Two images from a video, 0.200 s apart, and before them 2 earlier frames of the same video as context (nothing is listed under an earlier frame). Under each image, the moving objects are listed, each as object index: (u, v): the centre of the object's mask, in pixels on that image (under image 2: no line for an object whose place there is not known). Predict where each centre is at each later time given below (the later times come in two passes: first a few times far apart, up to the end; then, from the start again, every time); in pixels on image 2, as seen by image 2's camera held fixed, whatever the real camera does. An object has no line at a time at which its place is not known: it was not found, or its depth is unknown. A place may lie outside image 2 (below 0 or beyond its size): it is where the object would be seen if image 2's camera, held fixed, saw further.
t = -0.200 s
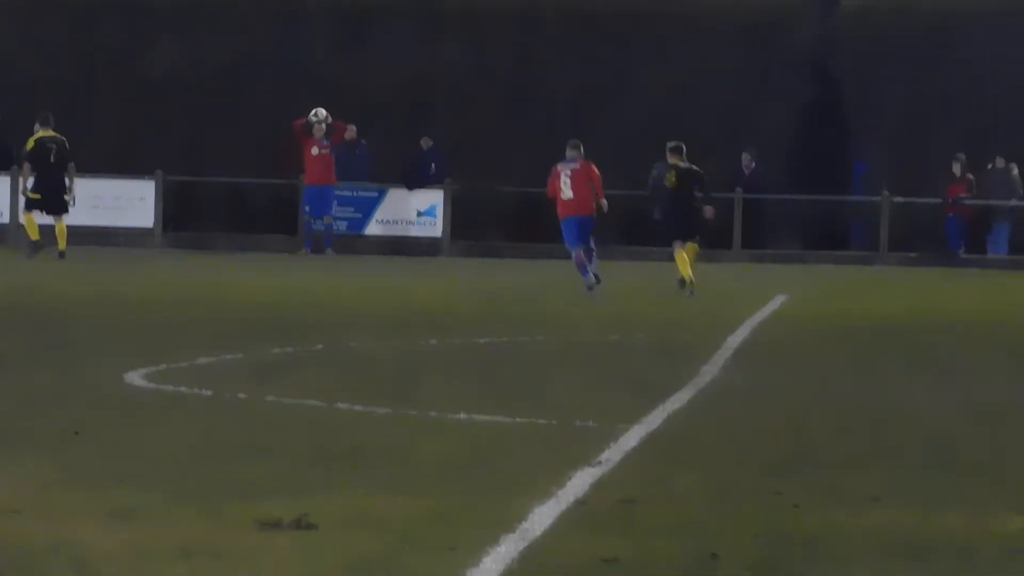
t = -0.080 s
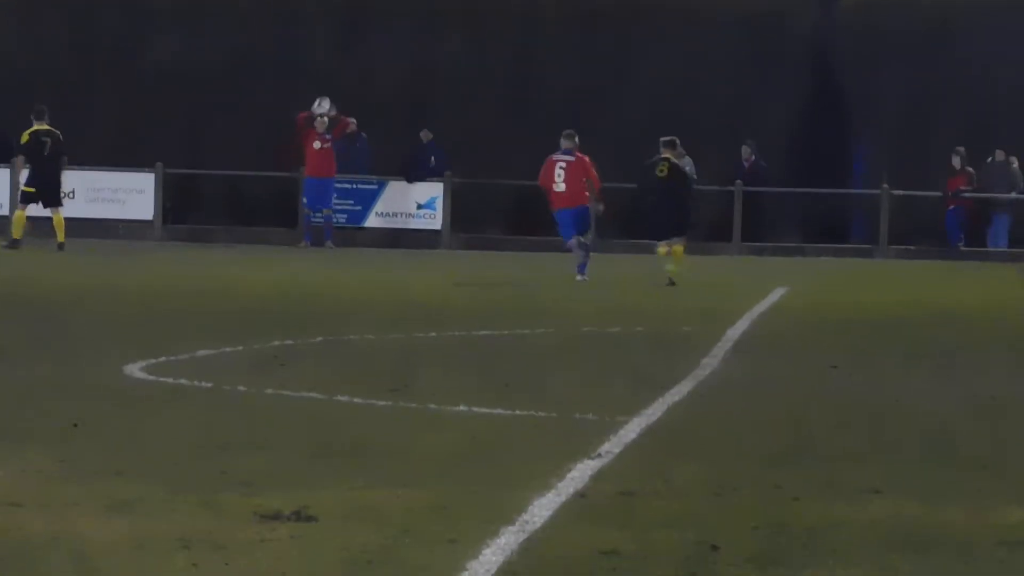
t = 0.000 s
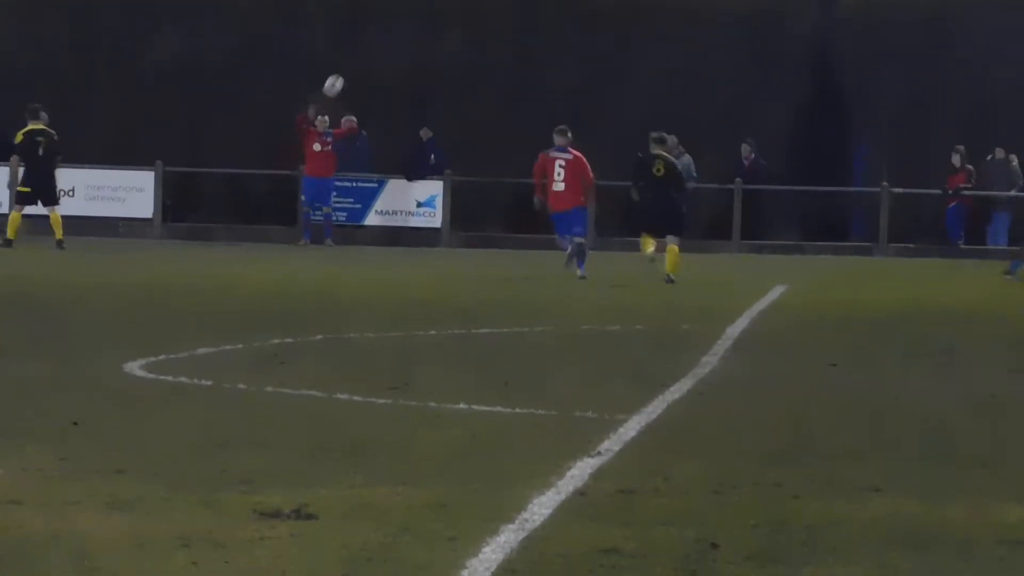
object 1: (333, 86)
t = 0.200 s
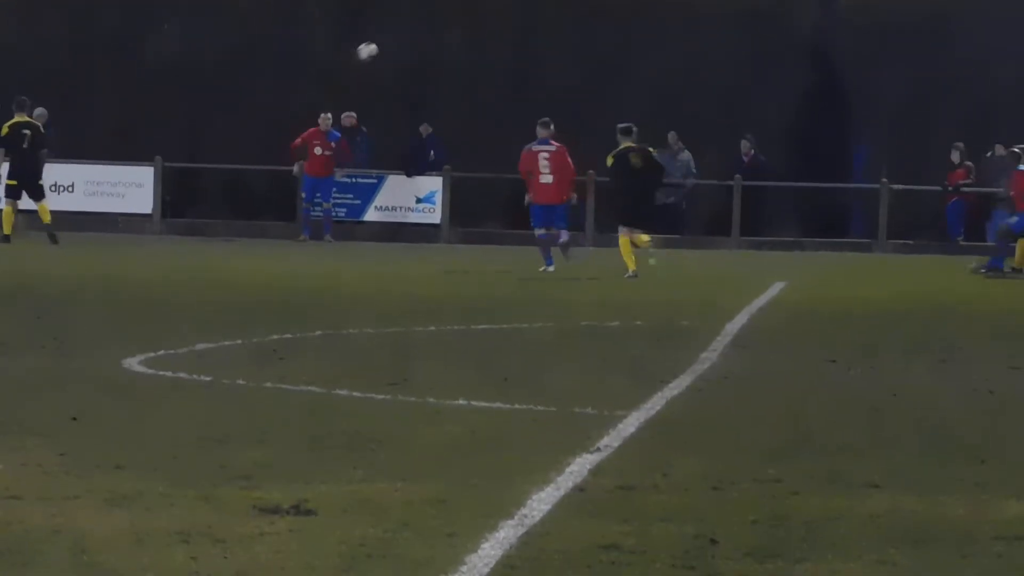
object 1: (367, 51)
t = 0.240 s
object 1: (374, 49)
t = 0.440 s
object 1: (409, 57)
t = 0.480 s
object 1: (416, 63)
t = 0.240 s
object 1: (374, 49)
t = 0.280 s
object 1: (381, 47)
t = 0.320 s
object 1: (388, 48)
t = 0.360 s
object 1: (395, 50)
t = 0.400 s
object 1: (401, 53)
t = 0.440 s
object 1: (409, 57)
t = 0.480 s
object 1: (416, 63)
